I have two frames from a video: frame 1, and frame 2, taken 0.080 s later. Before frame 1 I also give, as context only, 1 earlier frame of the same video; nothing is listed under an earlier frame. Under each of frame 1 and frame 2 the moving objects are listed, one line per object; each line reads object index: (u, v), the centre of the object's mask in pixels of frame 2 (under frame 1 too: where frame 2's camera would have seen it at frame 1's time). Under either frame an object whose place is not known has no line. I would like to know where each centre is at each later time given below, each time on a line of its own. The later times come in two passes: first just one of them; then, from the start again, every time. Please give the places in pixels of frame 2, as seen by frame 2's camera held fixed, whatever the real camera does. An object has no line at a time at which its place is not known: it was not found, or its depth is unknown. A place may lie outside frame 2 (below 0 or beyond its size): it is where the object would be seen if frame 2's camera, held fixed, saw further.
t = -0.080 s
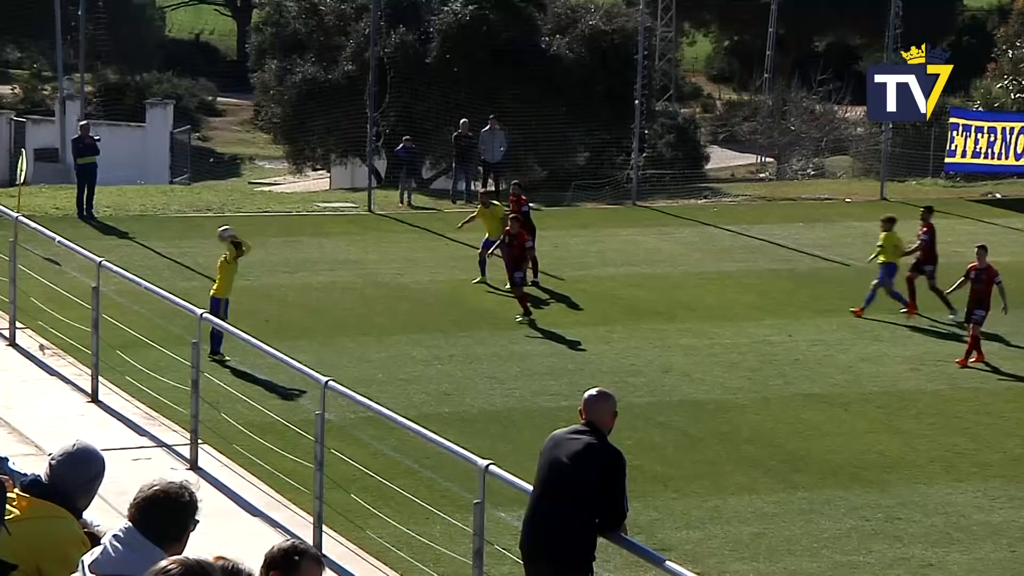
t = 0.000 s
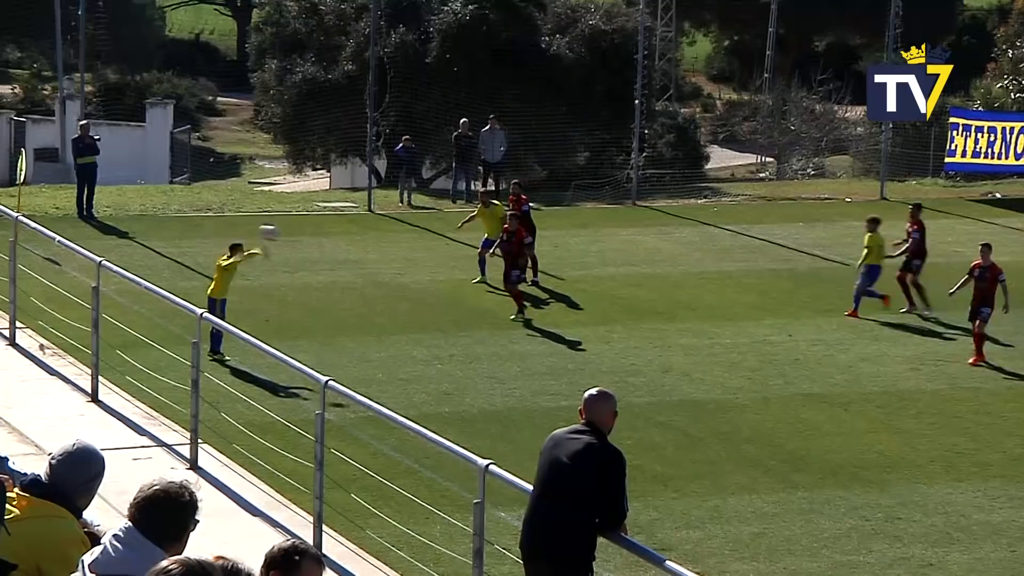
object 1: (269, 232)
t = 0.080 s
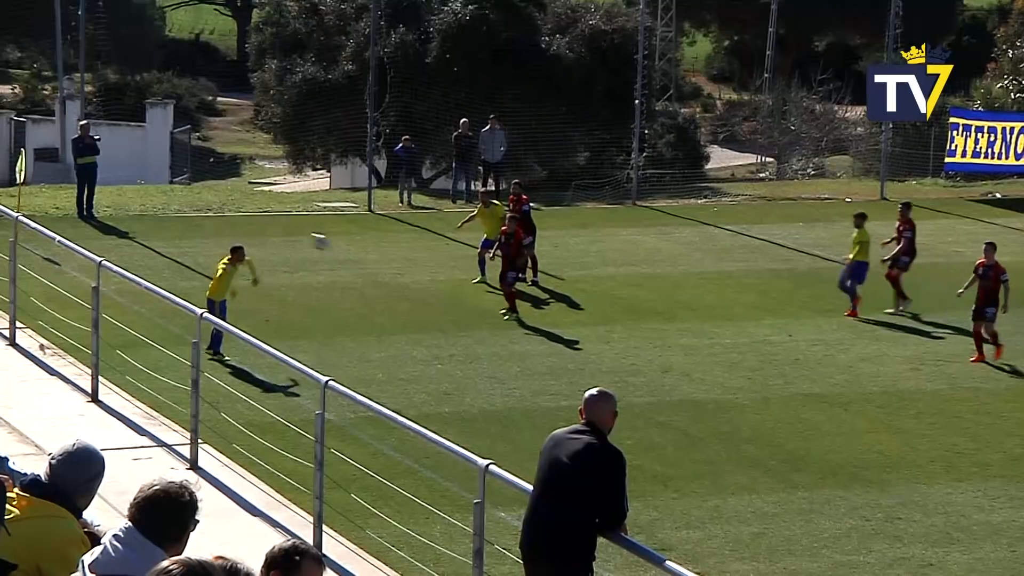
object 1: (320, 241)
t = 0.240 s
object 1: (419, 272)
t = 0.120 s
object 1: (344, 247)
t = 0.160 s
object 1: (371, 255)
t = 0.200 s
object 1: (395, 264)
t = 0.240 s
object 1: (419, 272)
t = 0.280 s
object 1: (445, 282)
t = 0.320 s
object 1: (469, 296)
